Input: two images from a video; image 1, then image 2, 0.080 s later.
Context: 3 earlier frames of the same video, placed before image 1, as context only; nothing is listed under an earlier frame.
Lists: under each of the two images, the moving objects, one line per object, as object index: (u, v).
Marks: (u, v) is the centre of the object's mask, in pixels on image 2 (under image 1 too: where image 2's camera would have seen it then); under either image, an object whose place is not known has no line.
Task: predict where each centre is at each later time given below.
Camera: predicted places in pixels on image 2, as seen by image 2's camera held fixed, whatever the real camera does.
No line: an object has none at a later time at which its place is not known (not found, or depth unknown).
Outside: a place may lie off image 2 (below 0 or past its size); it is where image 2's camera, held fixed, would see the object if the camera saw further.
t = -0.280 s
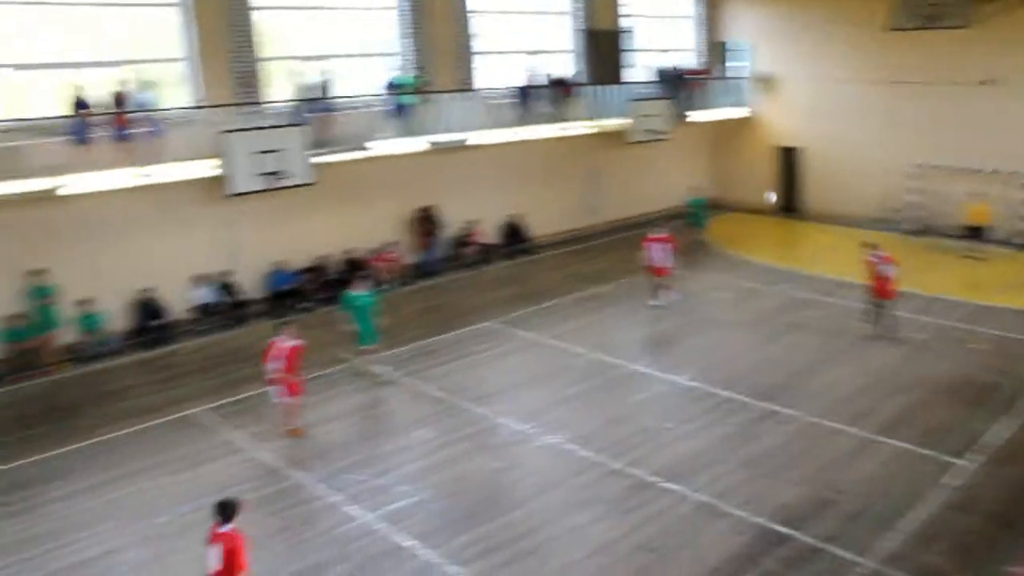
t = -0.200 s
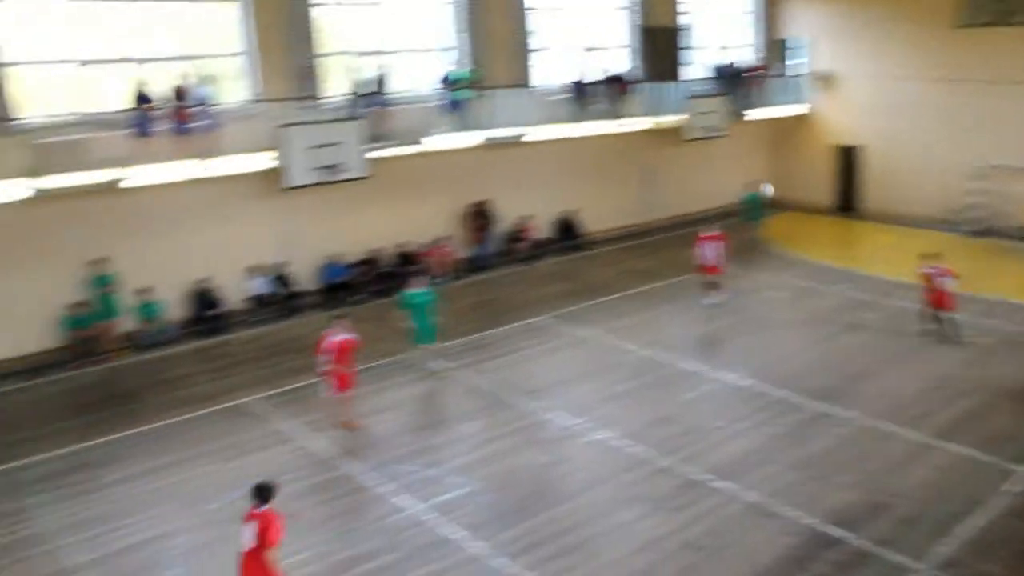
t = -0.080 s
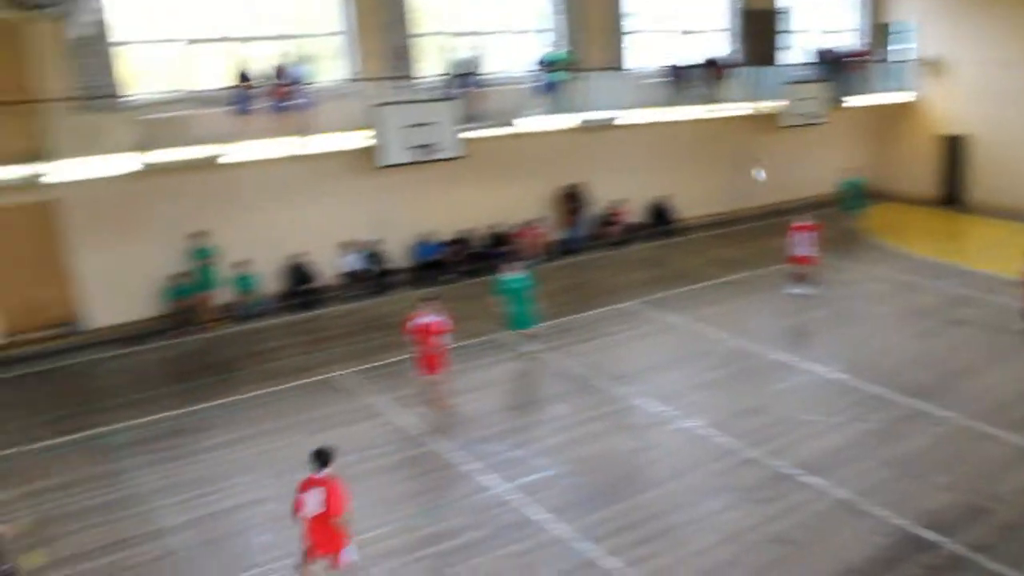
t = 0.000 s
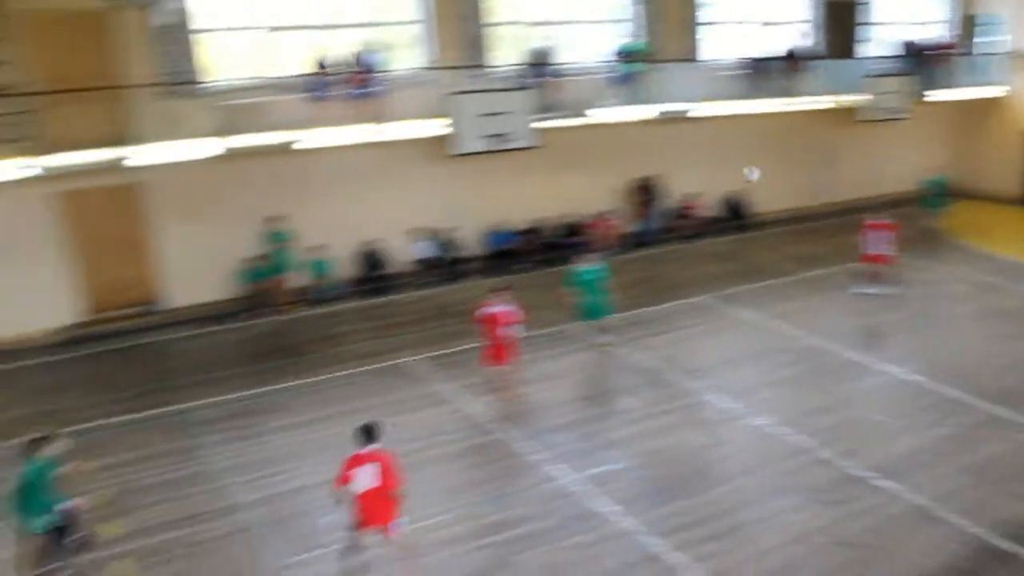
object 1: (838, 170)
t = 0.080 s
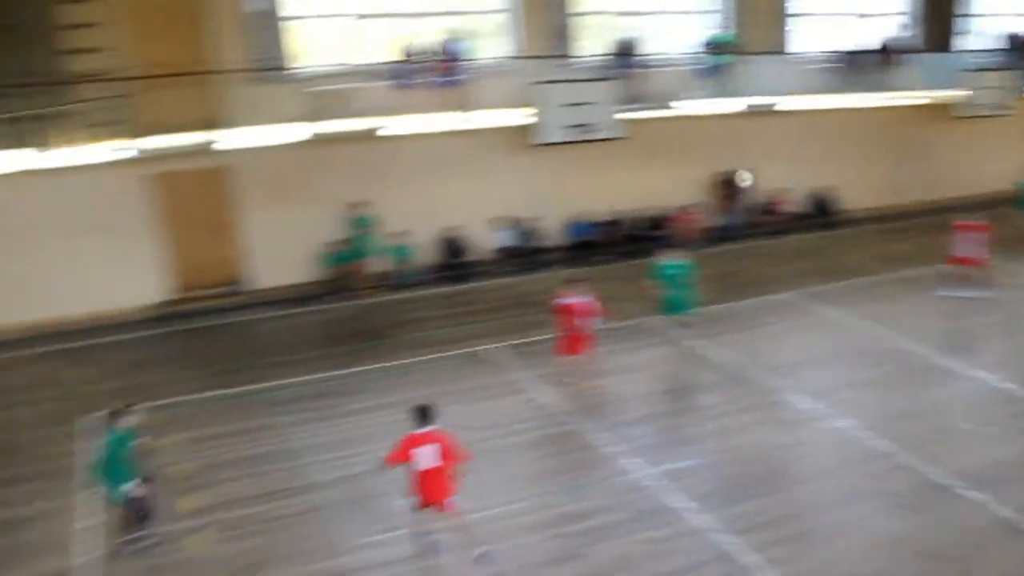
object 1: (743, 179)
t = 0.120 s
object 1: (696, 184)
